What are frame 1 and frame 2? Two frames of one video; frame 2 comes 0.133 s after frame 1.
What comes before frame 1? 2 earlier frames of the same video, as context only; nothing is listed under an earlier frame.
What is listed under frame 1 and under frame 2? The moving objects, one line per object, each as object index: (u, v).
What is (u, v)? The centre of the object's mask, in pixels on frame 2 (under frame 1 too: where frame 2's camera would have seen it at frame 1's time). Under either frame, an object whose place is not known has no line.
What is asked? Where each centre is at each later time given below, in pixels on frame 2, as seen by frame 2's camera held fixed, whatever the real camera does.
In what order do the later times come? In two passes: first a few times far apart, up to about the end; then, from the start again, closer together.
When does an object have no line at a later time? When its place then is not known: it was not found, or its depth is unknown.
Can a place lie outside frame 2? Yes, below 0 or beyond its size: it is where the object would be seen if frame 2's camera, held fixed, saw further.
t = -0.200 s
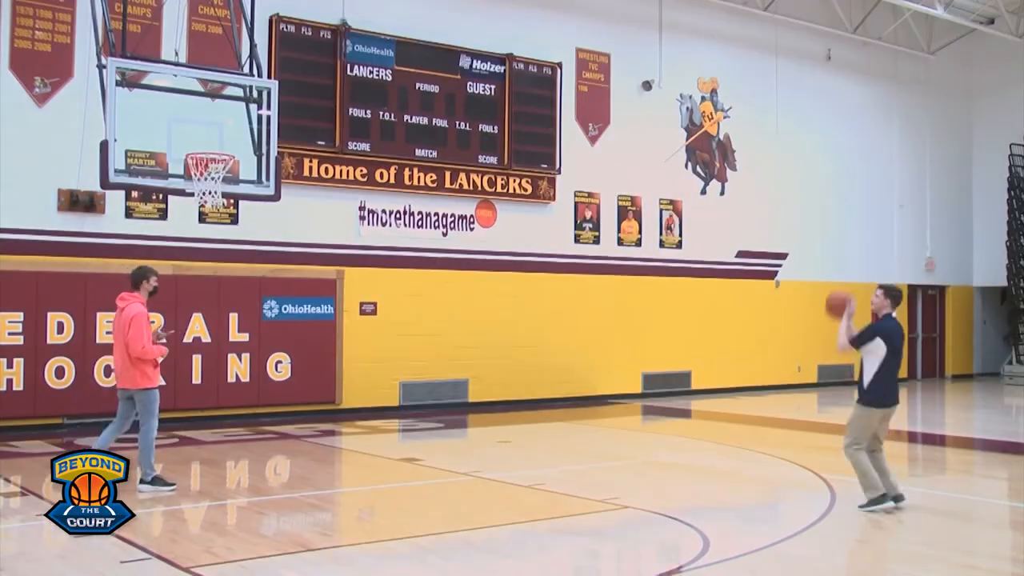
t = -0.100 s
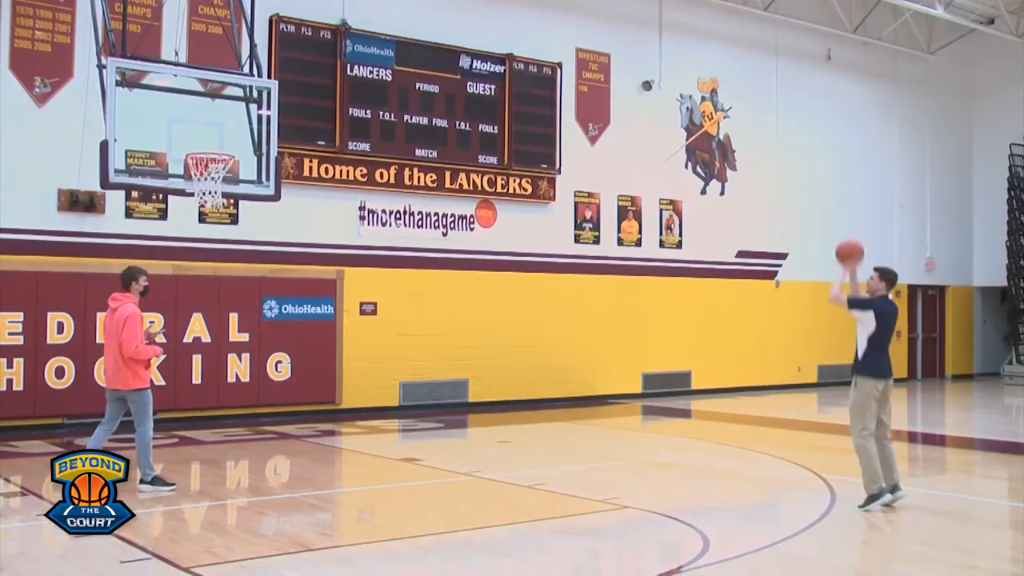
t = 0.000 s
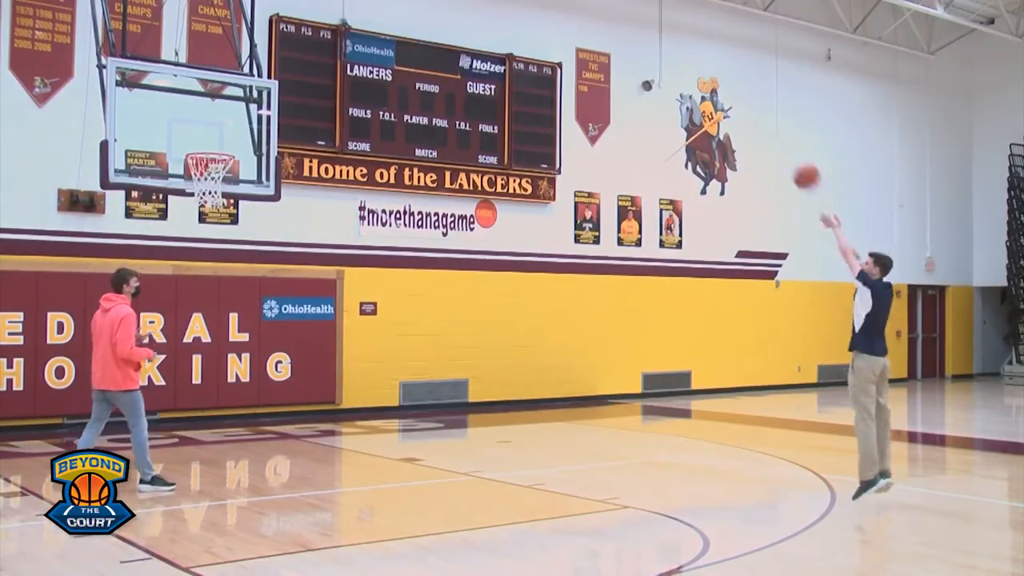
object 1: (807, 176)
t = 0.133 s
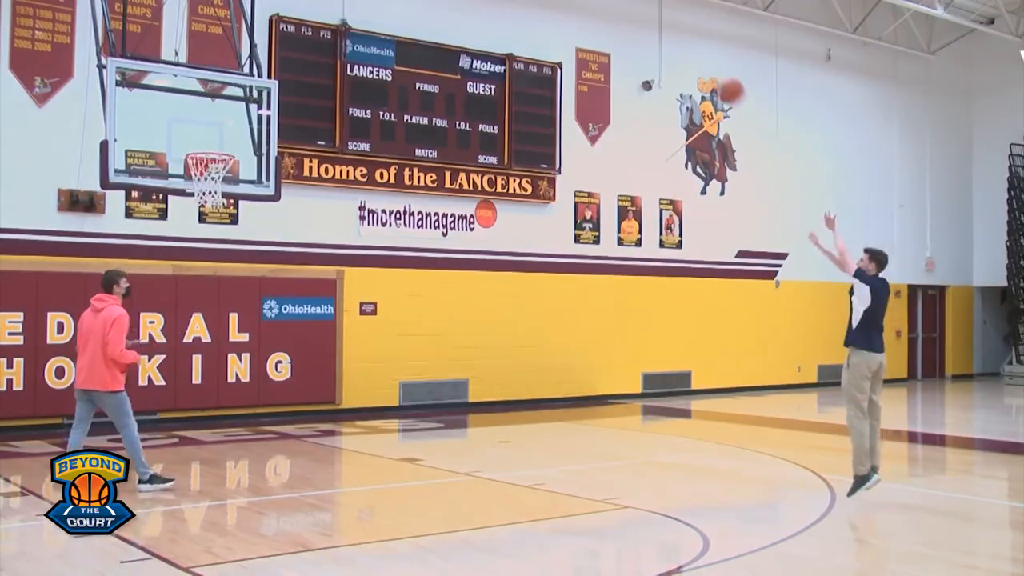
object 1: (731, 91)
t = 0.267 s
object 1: (657, 29)
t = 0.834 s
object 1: (390, 3)
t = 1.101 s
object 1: (282, 84)
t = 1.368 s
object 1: (212, 101)
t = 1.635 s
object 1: (201, 60)
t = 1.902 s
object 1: (198, 88)
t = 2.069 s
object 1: (195, 142)
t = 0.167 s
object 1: (712, 74)
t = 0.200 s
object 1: (693, 58)
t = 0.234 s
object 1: (676, 43)
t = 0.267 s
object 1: (657, 29)
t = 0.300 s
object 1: (639, 18)
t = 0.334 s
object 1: (623, 9)
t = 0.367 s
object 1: (606, 5)
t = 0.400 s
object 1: (590, 1)
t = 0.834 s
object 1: (390, 3)
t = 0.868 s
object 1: (375, 6)
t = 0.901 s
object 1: (361, 11)
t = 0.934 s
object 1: (347, 21)
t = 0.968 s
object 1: (334, 32)
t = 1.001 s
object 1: (319, 45)
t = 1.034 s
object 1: (307, 57)
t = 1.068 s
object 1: (293, 71)
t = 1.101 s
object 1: (282, 84)
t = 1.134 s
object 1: (267, 101)
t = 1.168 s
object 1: (254, 118)
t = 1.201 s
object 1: (241, 136)
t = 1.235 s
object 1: (231, 146)
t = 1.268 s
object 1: (226, 134)
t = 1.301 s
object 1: (222, 122)
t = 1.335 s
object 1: (217, 112)
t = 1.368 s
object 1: (212, 101)
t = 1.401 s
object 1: (207, 93)
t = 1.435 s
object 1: (203, 85)
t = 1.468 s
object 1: (203, 78)
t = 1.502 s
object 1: (203, 73)
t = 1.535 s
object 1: (203, 68)
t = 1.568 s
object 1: (202, 64)
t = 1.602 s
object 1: (202, 62)
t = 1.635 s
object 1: (201, 60)
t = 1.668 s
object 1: (201, 60)
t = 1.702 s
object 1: (201, 60)
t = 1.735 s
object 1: (201, 62)
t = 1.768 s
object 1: (201, 64)
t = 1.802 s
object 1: (200, 69)
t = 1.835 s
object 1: (200, 74)
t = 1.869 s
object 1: (199, 80)
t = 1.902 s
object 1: (198, 88)
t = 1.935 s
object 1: (198, 96)
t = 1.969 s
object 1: (197, 105)
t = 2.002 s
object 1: (197, 117)
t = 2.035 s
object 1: (196, 129)
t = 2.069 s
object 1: (195, 142)
